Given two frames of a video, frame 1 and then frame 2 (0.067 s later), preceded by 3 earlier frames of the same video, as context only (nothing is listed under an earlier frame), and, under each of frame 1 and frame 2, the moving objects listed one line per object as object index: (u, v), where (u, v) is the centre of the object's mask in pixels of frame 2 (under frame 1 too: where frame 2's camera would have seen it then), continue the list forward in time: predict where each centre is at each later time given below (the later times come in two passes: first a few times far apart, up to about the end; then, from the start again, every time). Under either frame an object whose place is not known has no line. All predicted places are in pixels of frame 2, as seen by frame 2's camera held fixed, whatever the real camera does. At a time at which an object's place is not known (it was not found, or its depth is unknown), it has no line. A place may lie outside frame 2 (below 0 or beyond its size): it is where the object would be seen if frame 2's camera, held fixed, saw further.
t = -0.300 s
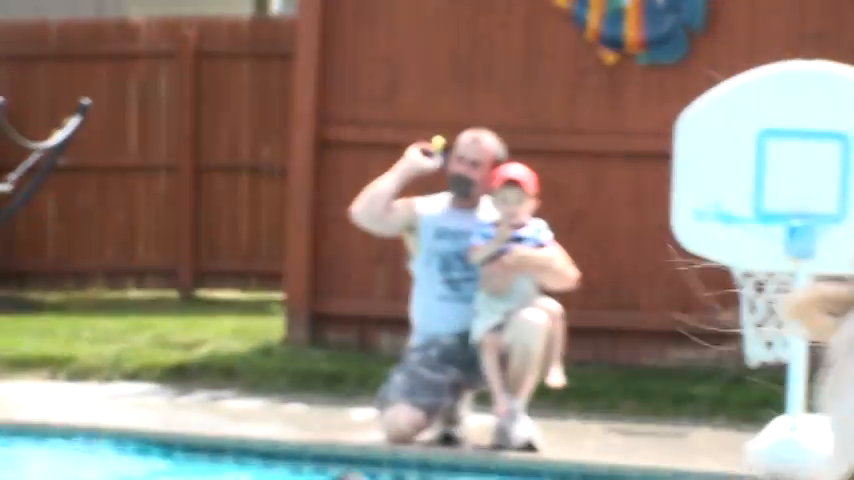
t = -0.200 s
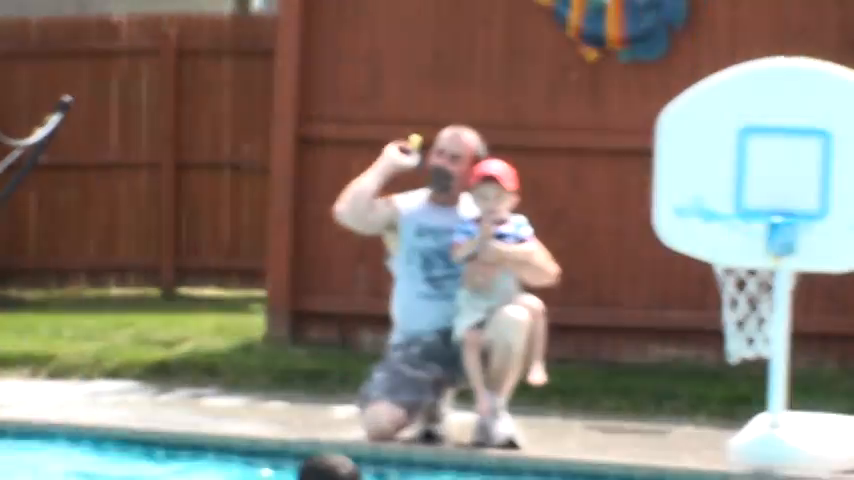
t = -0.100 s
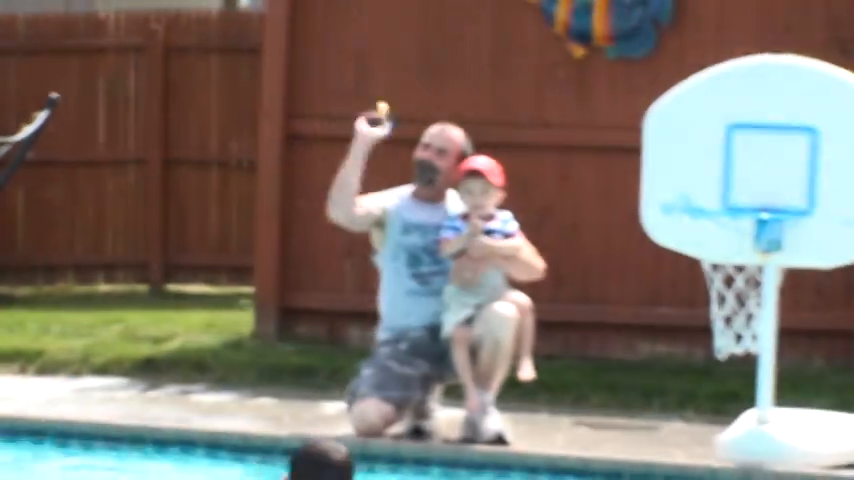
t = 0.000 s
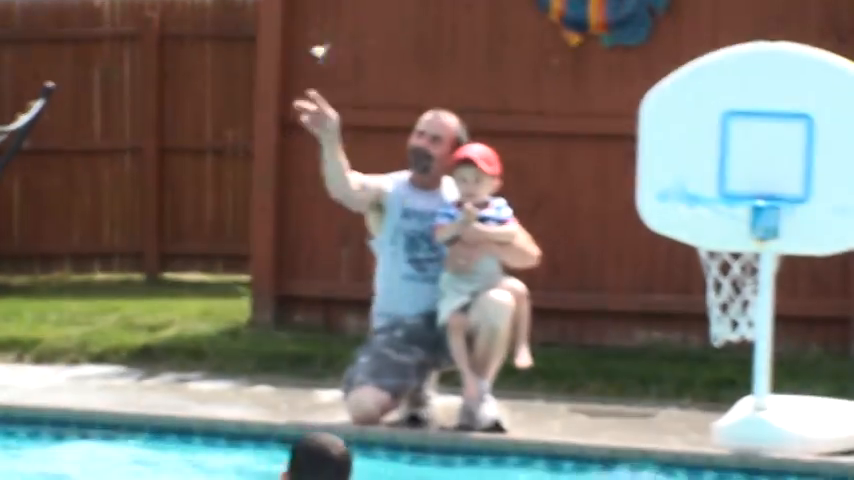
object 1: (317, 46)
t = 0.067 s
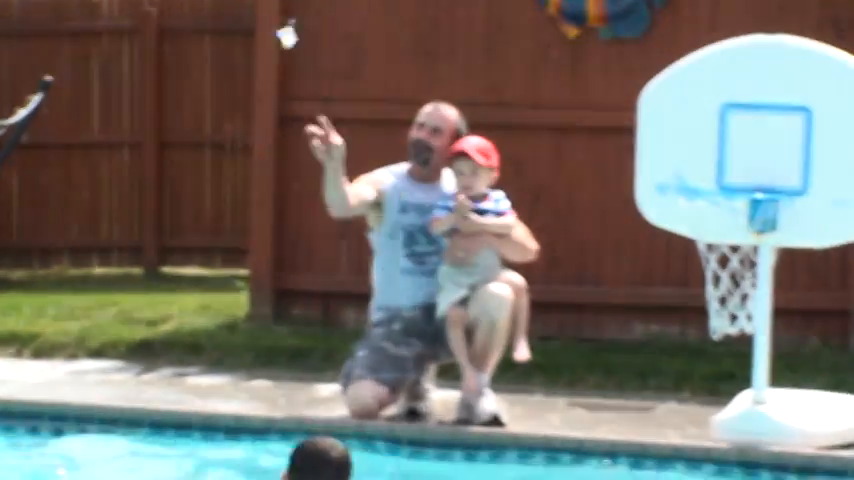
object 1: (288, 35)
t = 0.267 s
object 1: (245, 134)
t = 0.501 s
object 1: (262, 417)
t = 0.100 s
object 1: (276, 41)
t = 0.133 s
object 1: (267, 48)
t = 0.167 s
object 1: (259, 63)
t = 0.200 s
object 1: (253, 83)
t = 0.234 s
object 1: (249, 107)
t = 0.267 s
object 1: (245, 134)
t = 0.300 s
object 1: (245, 163)
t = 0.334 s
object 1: (246, 197)
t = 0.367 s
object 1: (246, 235)
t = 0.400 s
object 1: (247, 275)
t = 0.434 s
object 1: (251, 318)
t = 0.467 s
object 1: (253, 366)
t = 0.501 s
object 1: (262, 417)
